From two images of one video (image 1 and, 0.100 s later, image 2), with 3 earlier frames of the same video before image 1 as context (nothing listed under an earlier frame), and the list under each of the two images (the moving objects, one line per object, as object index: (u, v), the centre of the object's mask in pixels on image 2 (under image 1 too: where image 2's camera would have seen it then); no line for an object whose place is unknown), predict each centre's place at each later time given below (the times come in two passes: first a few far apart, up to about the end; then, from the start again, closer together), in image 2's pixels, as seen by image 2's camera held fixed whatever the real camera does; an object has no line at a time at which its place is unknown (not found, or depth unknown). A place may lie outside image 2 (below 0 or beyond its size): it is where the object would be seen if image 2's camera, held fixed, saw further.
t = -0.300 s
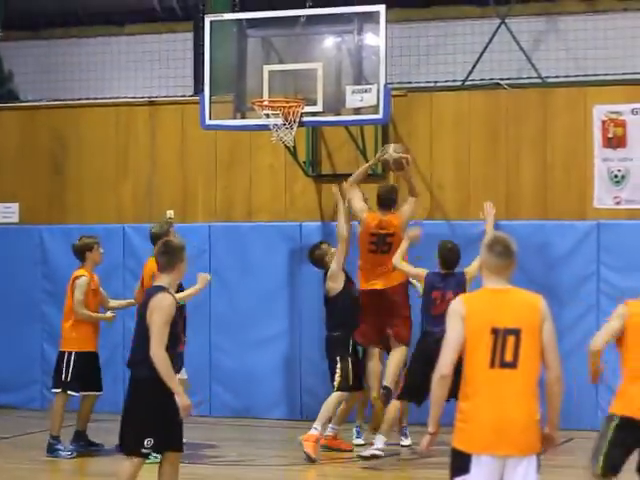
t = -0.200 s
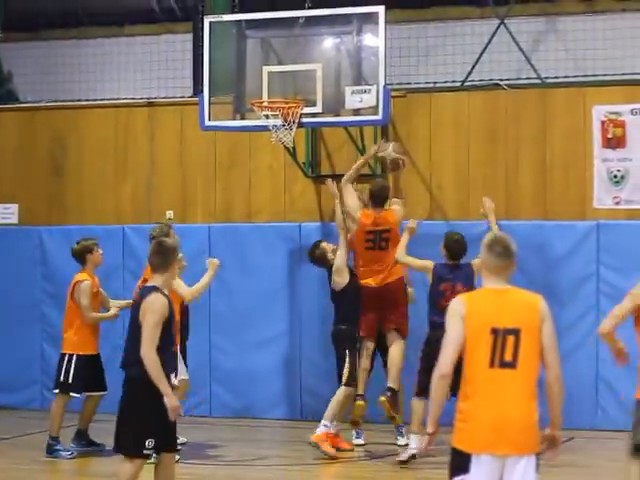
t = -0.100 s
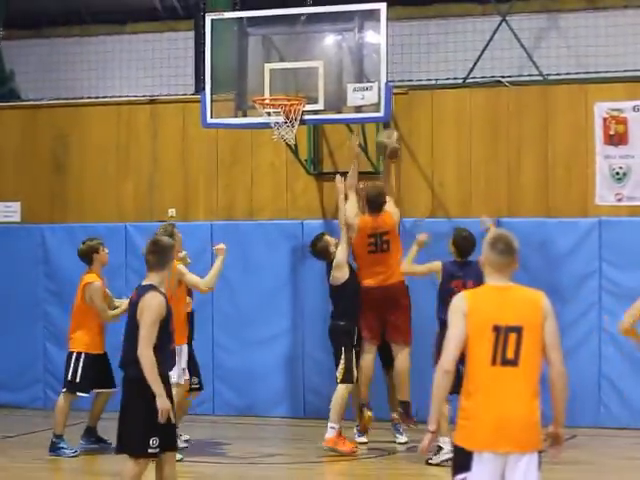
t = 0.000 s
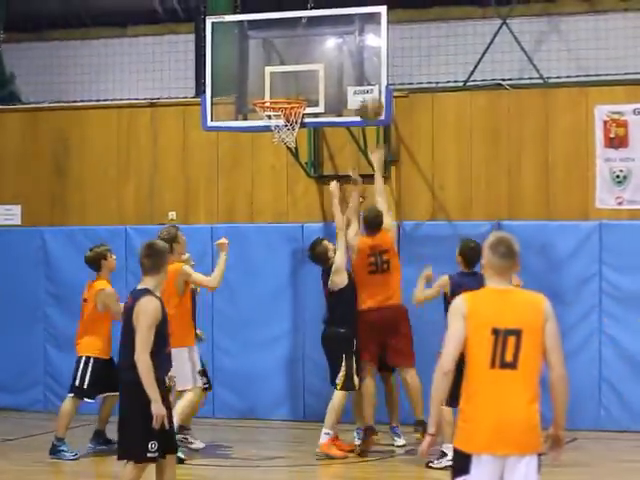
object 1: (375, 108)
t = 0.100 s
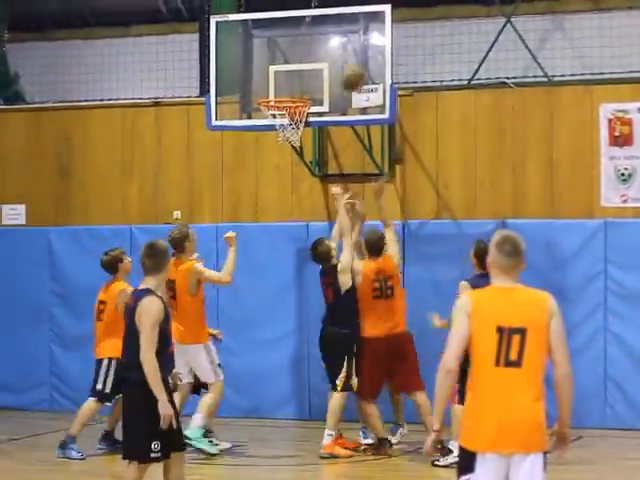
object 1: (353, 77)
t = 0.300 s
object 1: (312, 55)
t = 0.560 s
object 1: (261, 85)
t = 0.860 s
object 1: (236, 86)
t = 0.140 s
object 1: (344, 70)
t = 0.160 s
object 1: (340, 67)
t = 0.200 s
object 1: (332, 62)
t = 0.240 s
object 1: (323, 58)
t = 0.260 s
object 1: (319, 57)
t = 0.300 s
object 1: (312, 55)
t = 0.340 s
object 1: (305, 55)
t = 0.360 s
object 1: (301, 56)
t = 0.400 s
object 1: (292, 58)
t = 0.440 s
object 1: (284, 62)
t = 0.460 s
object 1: (280, 64)
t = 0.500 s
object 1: (273, 72)
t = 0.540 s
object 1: (264, 81)
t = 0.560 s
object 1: (261, 85)
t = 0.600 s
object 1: (256, 86)
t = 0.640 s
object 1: (252, 82)
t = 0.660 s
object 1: (251, 81)
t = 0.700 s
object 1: (248, 78)
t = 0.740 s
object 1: (245, 77)
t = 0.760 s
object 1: (243, 78)
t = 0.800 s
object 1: (240, 80)
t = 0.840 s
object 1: (237, 83)
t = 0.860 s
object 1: (236, 86)
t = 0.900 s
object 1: (233, 92)
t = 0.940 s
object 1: (230, 100)
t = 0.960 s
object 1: (229, 105)
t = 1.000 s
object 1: (225, 115)
